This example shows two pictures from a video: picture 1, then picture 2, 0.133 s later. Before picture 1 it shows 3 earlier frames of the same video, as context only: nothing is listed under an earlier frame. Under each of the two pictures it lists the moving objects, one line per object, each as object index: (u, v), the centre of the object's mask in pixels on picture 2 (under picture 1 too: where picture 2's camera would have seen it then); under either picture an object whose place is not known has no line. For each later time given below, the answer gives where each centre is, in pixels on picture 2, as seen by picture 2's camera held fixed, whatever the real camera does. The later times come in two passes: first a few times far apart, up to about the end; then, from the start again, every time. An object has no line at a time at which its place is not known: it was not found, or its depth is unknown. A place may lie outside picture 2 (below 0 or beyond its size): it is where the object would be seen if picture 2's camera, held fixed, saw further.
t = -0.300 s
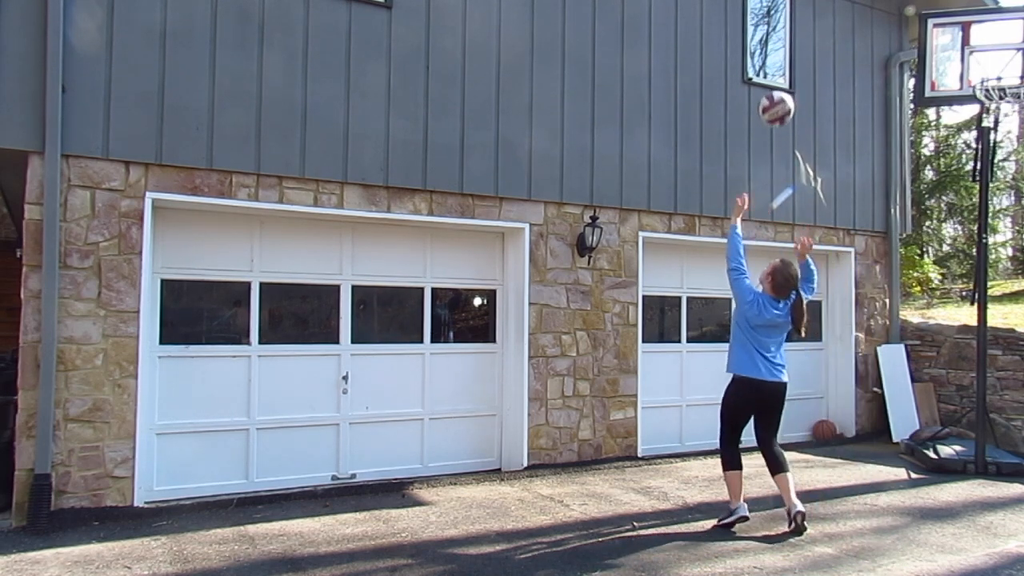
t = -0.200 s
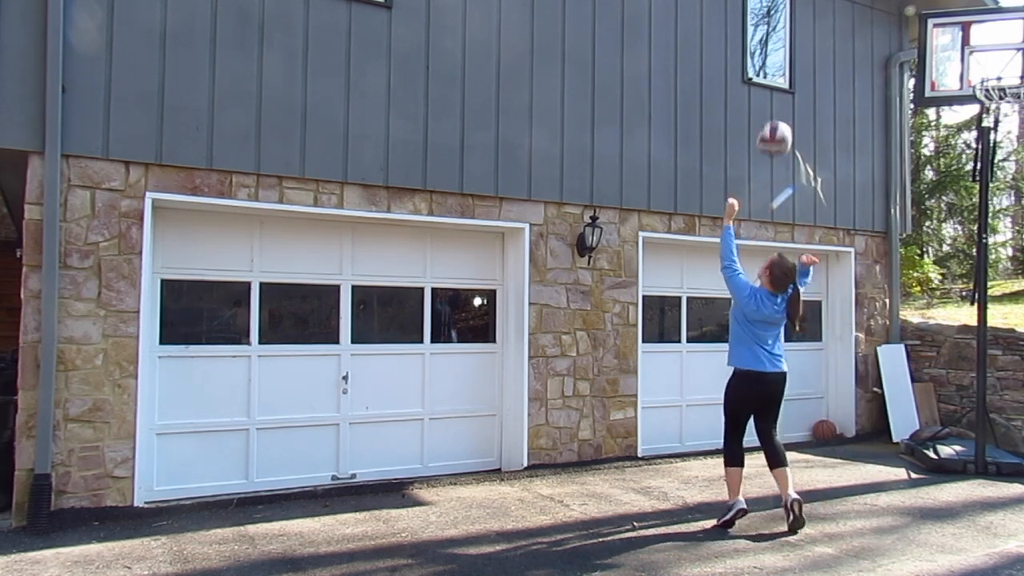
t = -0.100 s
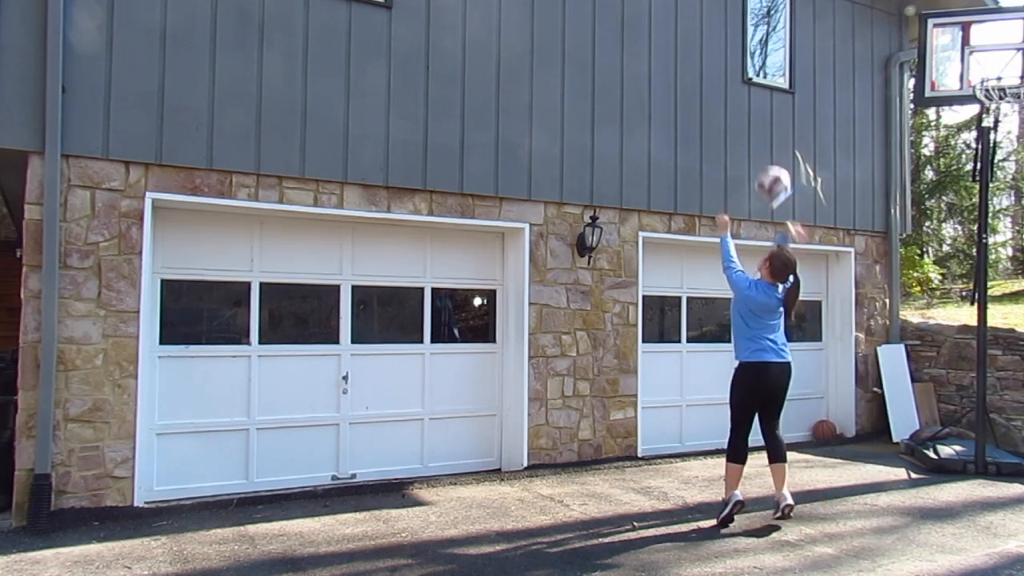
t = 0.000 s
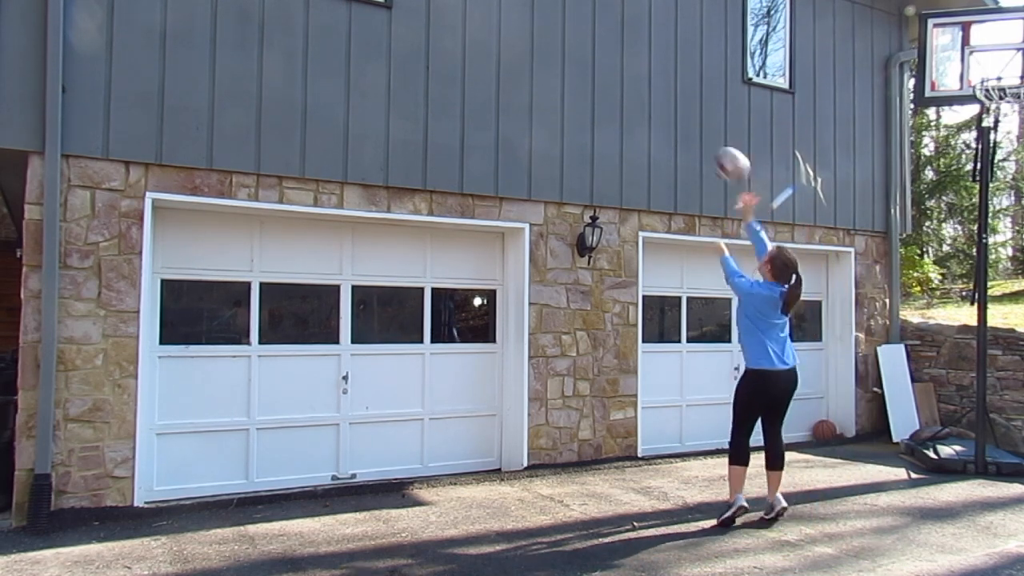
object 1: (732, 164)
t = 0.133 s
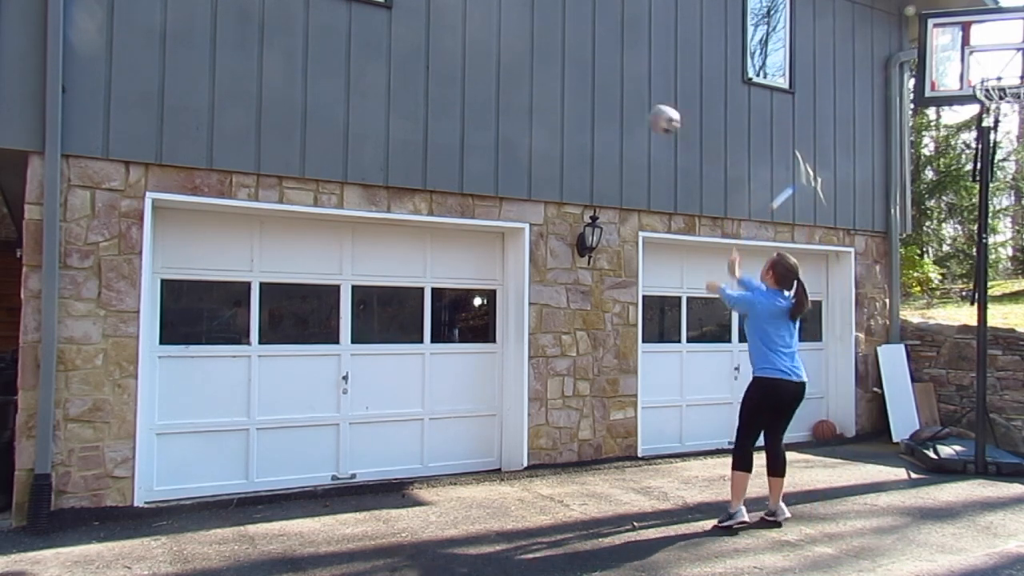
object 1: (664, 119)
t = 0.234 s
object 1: (623, 105)
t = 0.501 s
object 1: (627, 98)
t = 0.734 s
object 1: (683, 154)
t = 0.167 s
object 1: (651, 112)
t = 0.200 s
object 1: (637, 108)
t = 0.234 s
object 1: (623, 105)
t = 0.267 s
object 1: (610, 103)
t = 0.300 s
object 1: (597, 103)
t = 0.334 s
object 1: (590, 103)
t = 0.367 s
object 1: (597, 100)
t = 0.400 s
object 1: (604, 97)
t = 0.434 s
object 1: (610, 96)
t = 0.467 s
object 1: (619, 96)
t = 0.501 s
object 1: (627, 98)
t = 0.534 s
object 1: (634, 101)
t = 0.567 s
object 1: (642, 106)
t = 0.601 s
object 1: (650, 112)
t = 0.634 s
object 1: (658, 119)
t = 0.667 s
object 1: (666, 129)
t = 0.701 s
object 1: (674, 141)
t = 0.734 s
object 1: (683, 154)
